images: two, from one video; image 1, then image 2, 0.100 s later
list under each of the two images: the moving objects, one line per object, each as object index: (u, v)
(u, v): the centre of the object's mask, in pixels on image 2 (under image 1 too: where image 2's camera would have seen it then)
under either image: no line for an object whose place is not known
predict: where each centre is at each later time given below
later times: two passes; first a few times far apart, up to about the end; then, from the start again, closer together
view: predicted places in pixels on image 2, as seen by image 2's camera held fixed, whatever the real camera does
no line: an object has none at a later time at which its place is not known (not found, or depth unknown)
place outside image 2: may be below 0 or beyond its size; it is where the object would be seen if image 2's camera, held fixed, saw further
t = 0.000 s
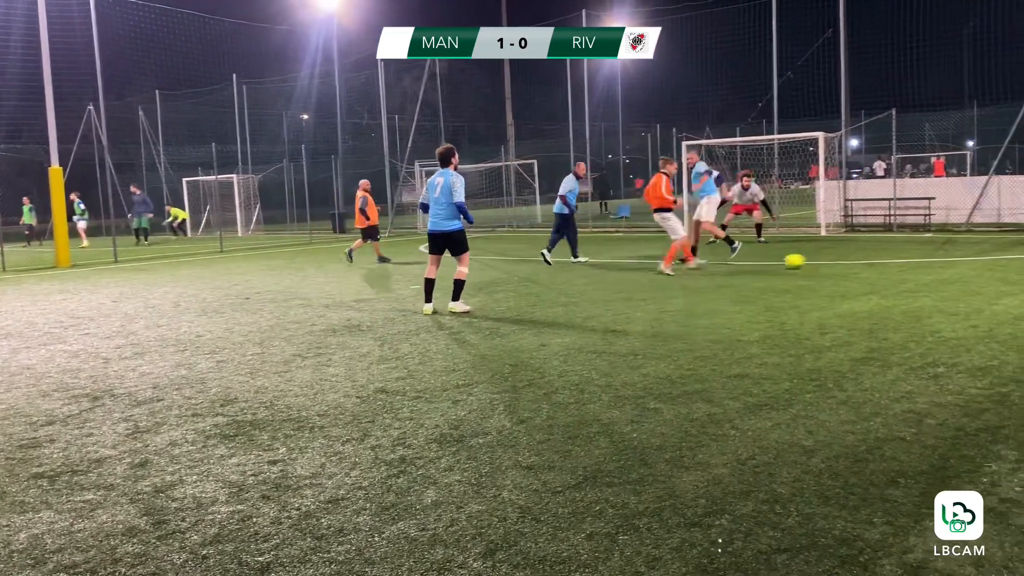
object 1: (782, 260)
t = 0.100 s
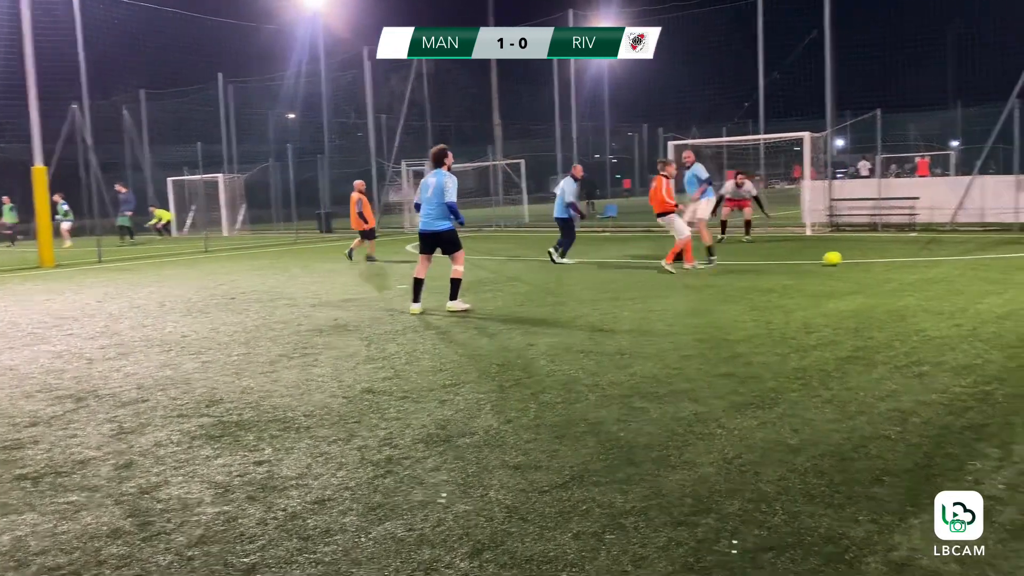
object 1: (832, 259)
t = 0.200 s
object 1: (875, 256)
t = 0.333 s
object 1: (925, 255)
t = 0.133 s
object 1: (847, 257)
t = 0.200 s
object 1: (875, 256)
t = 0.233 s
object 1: (888, 256)
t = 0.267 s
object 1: (900, 256)
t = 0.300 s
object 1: (913, 255)
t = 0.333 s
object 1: (925, 255)
